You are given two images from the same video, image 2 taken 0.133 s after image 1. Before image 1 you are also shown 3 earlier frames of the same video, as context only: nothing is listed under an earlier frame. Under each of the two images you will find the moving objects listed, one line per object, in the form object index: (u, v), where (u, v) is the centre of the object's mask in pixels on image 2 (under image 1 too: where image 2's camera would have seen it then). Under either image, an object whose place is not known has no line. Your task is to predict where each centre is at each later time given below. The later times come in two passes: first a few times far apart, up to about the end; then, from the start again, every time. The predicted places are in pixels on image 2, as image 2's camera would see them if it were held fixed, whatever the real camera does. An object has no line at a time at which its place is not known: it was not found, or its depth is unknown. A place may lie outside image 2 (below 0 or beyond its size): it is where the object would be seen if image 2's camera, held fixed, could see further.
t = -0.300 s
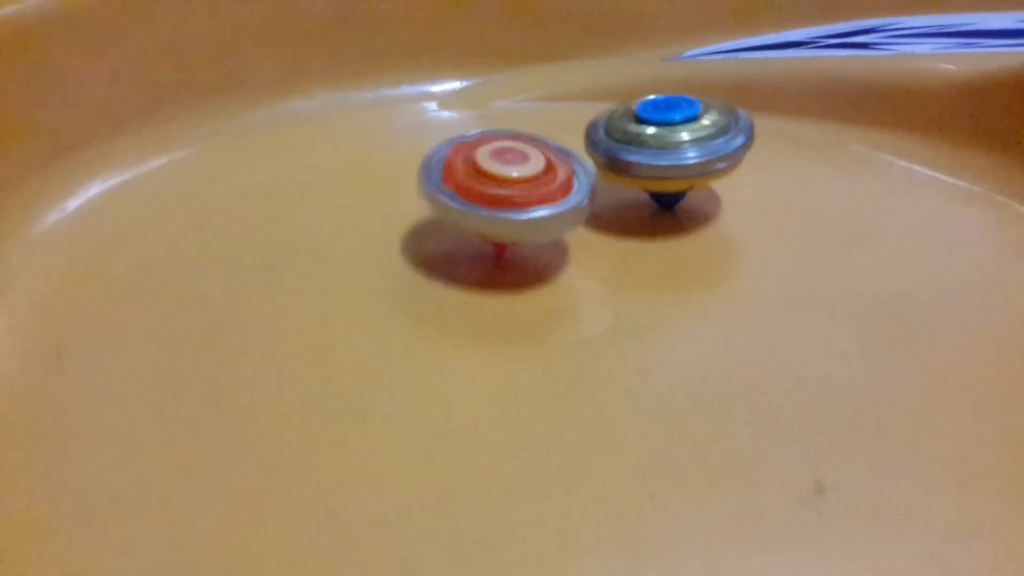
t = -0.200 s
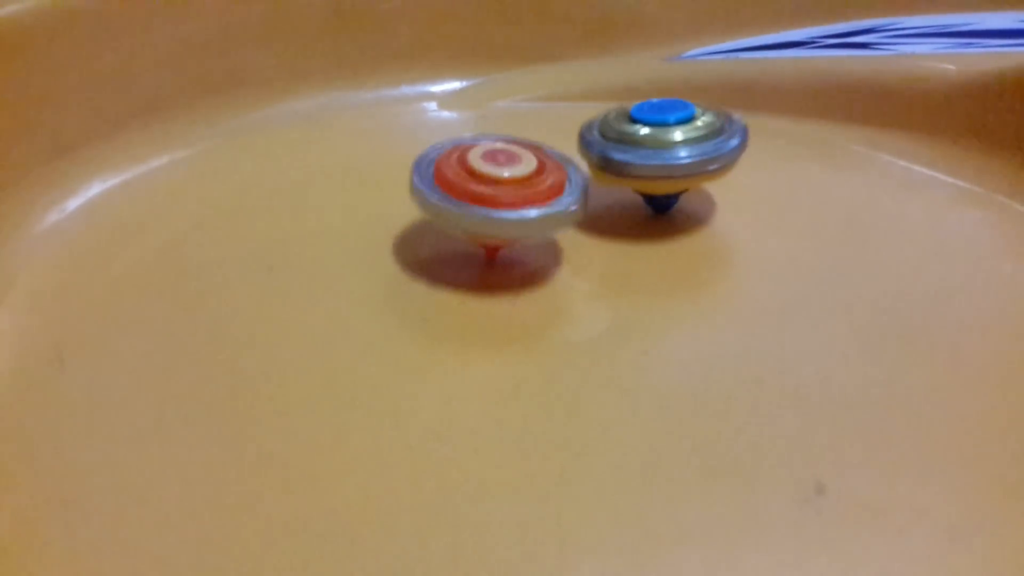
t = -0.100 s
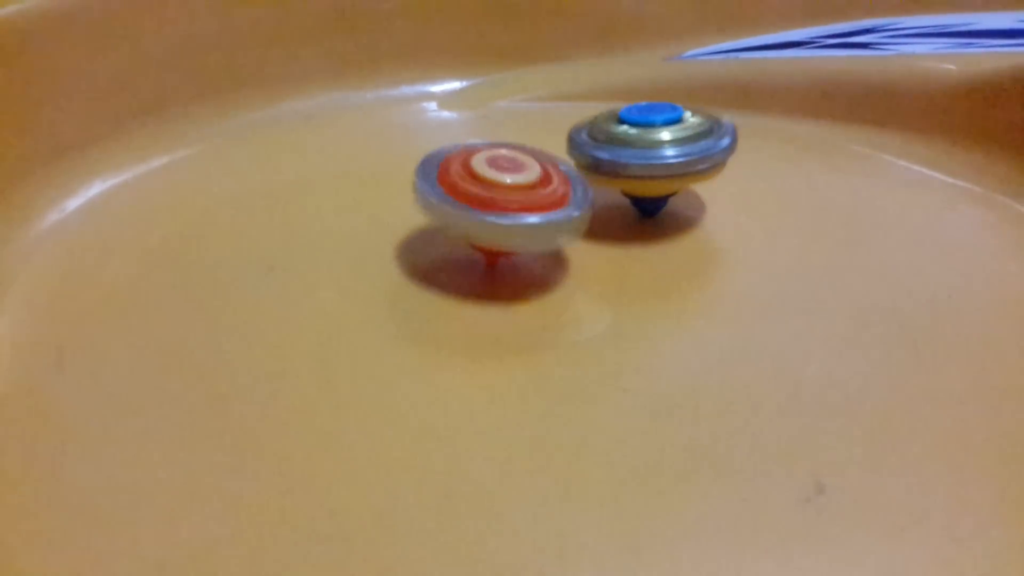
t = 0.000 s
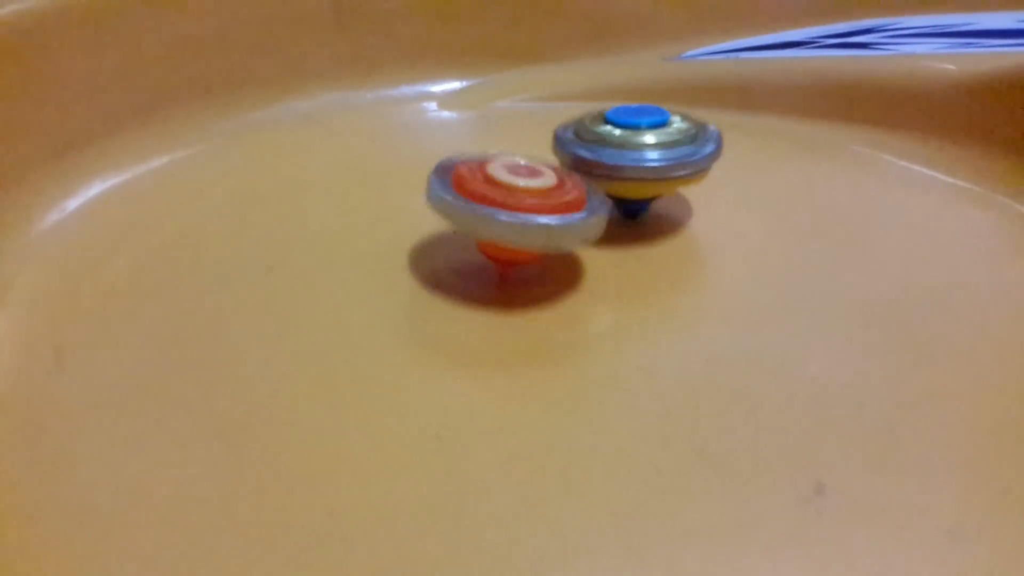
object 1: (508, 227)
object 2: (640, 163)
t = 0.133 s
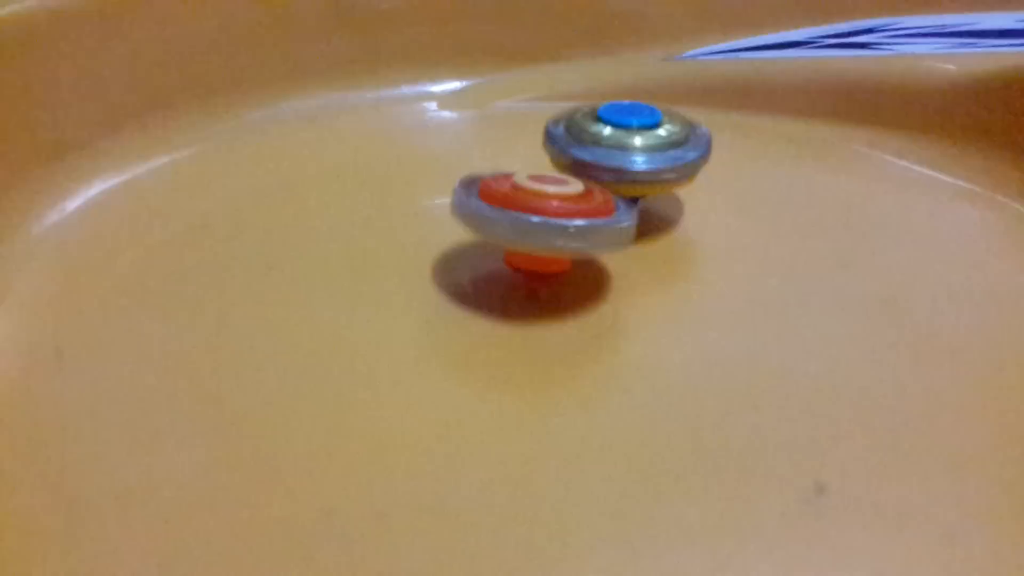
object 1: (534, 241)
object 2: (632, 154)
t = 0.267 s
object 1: (556, 247)
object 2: (625, 146)
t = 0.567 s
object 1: (602, 241)
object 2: (631, 130)
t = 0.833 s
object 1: (598, 251)
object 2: (635, 135)
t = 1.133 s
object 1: (567, 265)
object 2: (604, 149)
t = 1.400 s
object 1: (576, 284)
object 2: (530, 162)
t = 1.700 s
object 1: (585, 276)
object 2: (500, 160)
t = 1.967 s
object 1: (578, 256)
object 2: (504, 158)
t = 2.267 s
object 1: (605, 306)
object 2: (512, 140)
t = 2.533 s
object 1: (625, 310)
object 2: (520, 144)
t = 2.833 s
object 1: (598, 275)
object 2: (493, 169)
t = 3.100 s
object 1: (570, 283)
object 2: (433, 188)
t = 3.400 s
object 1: (577, 314)
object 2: (400, 189)
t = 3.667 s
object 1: (574, 290)
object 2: (407, 191)
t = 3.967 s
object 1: (554, 280)
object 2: (415, 214)
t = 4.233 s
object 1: (584, 299)
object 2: (417, 226)
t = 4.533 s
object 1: (626, 304)
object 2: (388, 214)
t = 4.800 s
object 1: (722, 332)
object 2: (370, 179)
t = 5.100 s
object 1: (717, 311)
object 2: (433, 191)
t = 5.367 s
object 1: (688, 316)
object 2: (430, 238)
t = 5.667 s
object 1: (673, 326)
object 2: (355, 251)
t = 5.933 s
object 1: (666, 332)
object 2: (360, 211)
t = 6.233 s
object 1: (654, 320)
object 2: (443, 229)
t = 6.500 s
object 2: (430, 253)
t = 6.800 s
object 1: (638, 306)
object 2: (401, 241)
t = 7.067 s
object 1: (640, 220)
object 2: (395, 222)
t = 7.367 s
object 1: (584, 139)
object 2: (441, 240)
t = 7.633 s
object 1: (548, 127)
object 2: (465, 280)
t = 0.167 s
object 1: (537, 243)
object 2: (631, 153)
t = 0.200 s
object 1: (542, 244)
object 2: (629, 151)
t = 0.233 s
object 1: (551, 246)
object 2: (628, 148)
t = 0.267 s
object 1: (556, 247)
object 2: (625, 146)
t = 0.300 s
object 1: (562, 246)
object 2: (623, 141)
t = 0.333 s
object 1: (567, 245)
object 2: (622, 140)
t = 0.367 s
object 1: (573, 244)
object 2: (621, 138)
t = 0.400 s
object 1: (577, 244)
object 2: (621, 137)
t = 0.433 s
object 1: (580, 244)
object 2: (626, 134)
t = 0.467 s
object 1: (587, 243)
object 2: (630, 133)
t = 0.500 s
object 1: (592, 242)
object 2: (630, 131)
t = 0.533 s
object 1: (597, 242)
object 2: (630, 131)
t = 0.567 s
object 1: (602, 241)
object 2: (631, 130)
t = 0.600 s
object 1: (605, 242)
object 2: (633, 130)
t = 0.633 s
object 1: (609, 241)
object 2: (634, 129)
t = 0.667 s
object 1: (608, 243)
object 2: (635, 130)
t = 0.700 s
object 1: (608, 243)
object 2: (636, 129)
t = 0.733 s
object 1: (606, 244)
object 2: (637, 131)
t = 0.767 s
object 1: (604, 246)
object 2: (636, 132)
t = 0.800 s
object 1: (603, 248)
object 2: (636, 133)
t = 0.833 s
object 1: (598, 251)
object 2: (635, 135)
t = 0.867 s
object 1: (596, 252)
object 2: (636, 135)
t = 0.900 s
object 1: (593, 253)
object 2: (634, 137)
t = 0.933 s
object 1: (588, 255)
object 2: (631, 139)
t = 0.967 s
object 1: (583, 254)
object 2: (630, 141)
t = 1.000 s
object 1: (577, 257)
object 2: (625, 142)
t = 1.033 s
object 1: (574, 259)
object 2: (622, 144)
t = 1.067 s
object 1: (572, 260)
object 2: (615, 145)
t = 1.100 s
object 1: (569, 263)
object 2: (610, 146)
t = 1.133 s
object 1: (567, 265)
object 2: (604, 149)
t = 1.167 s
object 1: (565, 267)
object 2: (597, 150)
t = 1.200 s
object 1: (564, 269)
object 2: (589, 151)
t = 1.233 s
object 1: (562, 272)
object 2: (579, 153)
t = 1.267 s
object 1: (563, 273)
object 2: (567, 154)
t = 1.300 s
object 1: (565, 276)
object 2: (557, 156)
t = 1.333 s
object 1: (566, 279)
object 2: (547, 159)
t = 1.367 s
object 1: (572, 280)
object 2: (538, 160)
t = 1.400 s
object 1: (576, 284)
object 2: (530, 162)
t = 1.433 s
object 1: (581, 284)
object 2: (523, 163)
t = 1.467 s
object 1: (584, 285)
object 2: (518, 164)
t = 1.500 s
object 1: (583, 286)
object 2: (514, 165)
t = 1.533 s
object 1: (584, 285)
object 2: (510, 164)
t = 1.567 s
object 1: (578, 285)
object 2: (508, 165)
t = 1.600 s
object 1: (576, 283)
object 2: (505, 163)
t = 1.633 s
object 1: (577, 280)
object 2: (503, 163)
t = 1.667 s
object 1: (580, 279)
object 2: (501, 162)
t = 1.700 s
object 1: (585, 276)
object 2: (500, 160)
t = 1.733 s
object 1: (586, 274)
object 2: (500, 161)
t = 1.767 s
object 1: (588, 270)
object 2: (500, 160)
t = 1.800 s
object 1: (587, 268)
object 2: (501, 159)
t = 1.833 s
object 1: (586, 265)
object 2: (501, 159)
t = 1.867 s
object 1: (587, 262)
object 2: (502, 158)
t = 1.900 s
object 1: (584, 260)
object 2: (503, 158)
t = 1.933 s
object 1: (582, 257)
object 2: (503, 157)
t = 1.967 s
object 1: (578, 256)
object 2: (504, 158)
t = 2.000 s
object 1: (574, 255)
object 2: (506, 157)
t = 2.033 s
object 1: (572, 253)
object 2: (506, 157)
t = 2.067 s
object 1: (577, 264)
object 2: (506, 153)
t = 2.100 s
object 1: (584, 283)
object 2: (504, 147)
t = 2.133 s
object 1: (588, 299)
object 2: (506, 144)
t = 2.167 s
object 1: (591, 309)
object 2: (508, 141)
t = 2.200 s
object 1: (607, 306)
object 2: (511, 141)
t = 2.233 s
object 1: (610, 308)
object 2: (512, 141)
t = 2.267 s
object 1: (605, 306)
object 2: (512, 140)
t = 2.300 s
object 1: (605, 307)
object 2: (513, 140)
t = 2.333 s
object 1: (598, 319)
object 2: (514, 139)
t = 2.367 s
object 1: (606, 320)
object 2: (515, 140)
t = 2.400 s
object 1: (610, 320)
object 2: (516, 140)
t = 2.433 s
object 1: (614, 318)
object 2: (517, 140)
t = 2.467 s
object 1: (617, 316)
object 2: (518, 141)
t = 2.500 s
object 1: (621, 313)
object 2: (520, 143)
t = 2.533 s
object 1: (625, 310)
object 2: (520, 144)
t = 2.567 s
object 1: (626, 305)
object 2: (520, 147)
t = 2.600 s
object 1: (627, 303)
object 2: (520, 150)
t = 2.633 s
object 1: (623, 299)
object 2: (518, 153)
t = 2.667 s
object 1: (620, 297)
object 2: (516, 156)
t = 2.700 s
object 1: (618, 294)
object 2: (514, 160)
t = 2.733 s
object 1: (612, 292)
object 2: (510, 162)
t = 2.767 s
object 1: (604, 291)
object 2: (506, 165)
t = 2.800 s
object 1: (602, 285)
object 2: (500, 167)
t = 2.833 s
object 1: (598, 275)
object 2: (493, 169)
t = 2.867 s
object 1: (593, 276)
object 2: (486, 172)
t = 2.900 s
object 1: (590, 277)
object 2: (479, 175)
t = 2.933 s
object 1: (587, 279)
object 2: (472, 178)
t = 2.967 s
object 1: (583, 279)
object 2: (464, 181)
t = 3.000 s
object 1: (580, 279)
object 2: (456, 183)
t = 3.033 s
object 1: (577, 280)
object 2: (448, 185)
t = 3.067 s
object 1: (574, 281)
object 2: (440, 187)
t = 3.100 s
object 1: (570, 283)
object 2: (433, 188)
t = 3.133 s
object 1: (566, 285)
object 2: (427, 189)
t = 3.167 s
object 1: (566, 286)
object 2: (421, 190)
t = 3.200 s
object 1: (569, 289)
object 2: (417, 191)
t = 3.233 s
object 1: (567, 299)
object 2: (412, 191)
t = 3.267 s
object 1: (568, 301)
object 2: (409, 192)
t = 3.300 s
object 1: (564, 317)
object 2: (405, 191)
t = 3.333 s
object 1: (579, 306)
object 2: (403, 191)
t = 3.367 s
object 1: (573, 316)
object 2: (401, 190)
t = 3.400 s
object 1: (577, 314)
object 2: (400, 189)
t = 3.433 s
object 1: (580, 311)
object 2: (399, 189)
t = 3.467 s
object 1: (584, 308)
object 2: (399, 188)
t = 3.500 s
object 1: (586, 305)
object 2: (399, 188)
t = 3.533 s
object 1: (587, 301)
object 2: (400, 188)
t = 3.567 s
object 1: (584, 298)
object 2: (401, 188)
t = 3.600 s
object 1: (580, 295)
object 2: (403, 189)
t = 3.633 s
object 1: (580, 292)
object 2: (405, 190)
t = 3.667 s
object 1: (574, 290)
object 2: (407, 191)
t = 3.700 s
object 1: (568, 289)
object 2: (410, 192)
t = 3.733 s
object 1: (564, 288)
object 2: (412, 194)
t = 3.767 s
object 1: (562, 287)
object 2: (414, 196)
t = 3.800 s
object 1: (567, 273)
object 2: (415, 198)
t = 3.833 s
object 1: (565, 273)
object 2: (415, 201)
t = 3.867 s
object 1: (559, 272)
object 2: (416, 203)
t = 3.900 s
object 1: (553, 273)
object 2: (414, 207)
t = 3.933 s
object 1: (550, 275)
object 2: (414, 211)
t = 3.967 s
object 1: (554, 280)
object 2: (415, 214)
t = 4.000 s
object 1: (568, 289)
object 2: (416, 216)
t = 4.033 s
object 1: (576, 300)
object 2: (421, 219)
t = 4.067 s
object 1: (581, 306)
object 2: (422, 221)
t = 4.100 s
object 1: (582, 302)
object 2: (420, 222)
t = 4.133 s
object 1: (581, 298)
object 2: (418, 223)
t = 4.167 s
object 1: (580, 295)
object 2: (417, 223)
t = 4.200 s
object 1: (581, 297)
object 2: (417, 224)
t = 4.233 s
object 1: (584, 299)
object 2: (417, 226)
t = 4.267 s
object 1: (585, 300)
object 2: (417, 227)
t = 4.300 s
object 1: (585, 301)
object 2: (418, 228)
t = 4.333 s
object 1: (584, 300)
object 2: (418, 230)
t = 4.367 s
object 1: (585, 290)
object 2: (419, 230)
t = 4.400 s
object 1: (583, 289)
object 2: (419, 231)
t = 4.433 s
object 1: (579, 290)
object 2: (419, 231)
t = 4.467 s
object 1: (577, 285)
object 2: (419, 231)
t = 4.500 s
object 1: (587, 298)
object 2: (417, 227)
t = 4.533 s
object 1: (626, 304)
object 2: (388, 214)
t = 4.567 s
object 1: (662, 313)
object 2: (371, 204)
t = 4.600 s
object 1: (688, 323)
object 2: (362, 197)
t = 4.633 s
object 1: (717, 330)
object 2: (360, 192)
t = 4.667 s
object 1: (734, 334)
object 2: (360, 189)
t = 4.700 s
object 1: (738, 337)
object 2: (360, 186)
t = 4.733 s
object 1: (737, 338)
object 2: (362, 183)
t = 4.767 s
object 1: (730, 334)
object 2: (364, 180)
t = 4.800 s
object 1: (722, 332)
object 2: (370, 179)
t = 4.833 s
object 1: (720, 328)
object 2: (376, 177)
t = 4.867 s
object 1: (717, 322)
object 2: (382, 175)
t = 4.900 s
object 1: (715, 326)
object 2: (390, 175)
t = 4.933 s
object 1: (715, 328)
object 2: (398, 174)
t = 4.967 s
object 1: (719, 323)
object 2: (411, 161)
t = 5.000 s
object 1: (723, 321)
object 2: (414, 179)
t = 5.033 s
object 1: (720, 323)
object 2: (422, 183)
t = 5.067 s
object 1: (719, 314)
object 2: (432, 172)
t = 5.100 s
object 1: (717, 311)
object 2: (433, 191)
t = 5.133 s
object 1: (711, 309)
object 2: (438, 196)
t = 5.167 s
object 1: (703, 310)
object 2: (441, 201)
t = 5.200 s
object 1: (698, 309)
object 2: (443, 207)
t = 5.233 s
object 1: (695, 311)
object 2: (442, 214)
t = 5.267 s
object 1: (693, 313)
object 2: (441, 220)
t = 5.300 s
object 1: (690, 314)
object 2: (438, 226)
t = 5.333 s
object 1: (689, 314)
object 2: (434, 232)
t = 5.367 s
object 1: (688, 316)
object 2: (430, 238)
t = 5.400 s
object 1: (685, 317)
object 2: (423, 242)
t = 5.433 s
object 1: (682, 317)
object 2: (418, 246)
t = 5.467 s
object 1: (681, 318)
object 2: (410, 250)
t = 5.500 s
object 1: (679, 319)
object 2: (402, 252)
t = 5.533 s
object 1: (674, 319)
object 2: (392, 254)
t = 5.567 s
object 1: (673, 323)
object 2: (383, 255)
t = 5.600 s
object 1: (672, 323)
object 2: (372, 255)
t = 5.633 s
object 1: (671, 325)
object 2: (363, 254)
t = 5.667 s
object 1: (673, 326)
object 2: (355, 251)
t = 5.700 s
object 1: (677, 323)
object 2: (348, 249)
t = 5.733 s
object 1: (680, 323)
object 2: (344, 247)
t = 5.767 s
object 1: (678, 328)
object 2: (341, 244)
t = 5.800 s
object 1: (679, 330)
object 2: (339, 240)
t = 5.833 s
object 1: (670, 342)
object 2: (341, 238)
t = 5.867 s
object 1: (677, 323)
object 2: (343, 234)
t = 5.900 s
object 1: (665, 335)
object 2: (348, 232)
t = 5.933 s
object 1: (666, 332)
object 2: (360, 211)
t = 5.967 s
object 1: (670, 313)
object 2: (367, 209)
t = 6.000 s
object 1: (664, 314)
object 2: (376, 210)
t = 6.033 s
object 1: (662, 314)
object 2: (384, 211)
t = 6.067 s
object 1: (661, 316)
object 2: (395, 212)
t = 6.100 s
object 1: (661, 318)
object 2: (405, 214)
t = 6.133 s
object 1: (659, 318)
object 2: (415, 216)
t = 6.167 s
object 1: (658, 318)
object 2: (425, 221)
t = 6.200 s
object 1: (656, 321)
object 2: (433, 224)
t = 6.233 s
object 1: (654, 320)
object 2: (443, 229)
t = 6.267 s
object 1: (652, 319)
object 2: (449, 234)
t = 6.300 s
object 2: (457, 241)
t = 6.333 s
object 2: (462, 247)
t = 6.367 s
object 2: (466, 253)
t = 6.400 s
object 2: (462, 259)
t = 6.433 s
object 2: (445, 254)
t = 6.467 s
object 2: (435, 253)
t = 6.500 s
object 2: (430, 253)
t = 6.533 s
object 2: (425, 253)
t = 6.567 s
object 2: (420, 254)
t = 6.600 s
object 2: (413, 253)
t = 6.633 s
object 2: (408, 252)
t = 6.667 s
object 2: (403, 249)
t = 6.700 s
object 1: (658, 325)
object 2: (400, 248)
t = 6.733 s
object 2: (399, 246)
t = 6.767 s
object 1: (643, 306)
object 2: (399, 244)
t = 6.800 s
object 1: (638, 306)
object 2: (401, 241)
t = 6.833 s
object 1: (630, 295)
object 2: (404, 238)
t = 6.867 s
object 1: (620, 293)
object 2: (408, 234)
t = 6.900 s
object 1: (612, 279)
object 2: (414, 234)
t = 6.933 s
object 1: (607, 273)
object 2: (416, 232)
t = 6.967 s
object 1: (622, 260)
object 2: (396, 228)
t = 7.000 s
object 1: (635, 239)
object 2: (387, 225)
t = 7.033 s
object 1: (636, 230)
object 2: (388, 223)
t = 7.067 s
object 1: (640, 220)
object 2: (395, 222)
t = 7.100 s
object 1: (640, 207)
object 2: (399, 223)
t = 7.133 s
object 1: (634, 194)
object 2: (402, 224)
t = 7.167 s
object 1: (633, 181)
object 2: (406, 225)
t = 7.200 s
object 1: (627, 169)
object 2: (410, 226)
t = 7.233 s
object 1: (620, 166)
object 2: (418, 227)
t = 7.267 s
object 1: (609, 155)
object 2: (424, 230)
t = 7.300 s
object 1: (601, 149)
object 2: (430, 233)
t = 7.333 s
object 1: (593, 143)
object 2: (437, 236)
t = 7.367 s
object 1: (584, 139)
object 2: (441, 240)
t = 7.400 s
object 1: (574, 137)
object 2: (448, 244)
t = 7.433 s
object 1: (564, 132)
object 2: (452, 250)
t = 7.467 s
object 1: (556, 131)
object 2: (455, 256)
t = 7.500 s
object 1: (550, 131)
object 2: (459, 260)
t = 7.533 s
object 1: (546, 132)
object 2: (461, 265)
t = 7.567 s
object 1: (548, 127)
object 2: (464, 270)
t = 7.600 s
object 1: (549, 126)
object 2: (466, 276)
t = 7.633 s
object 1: (548, 127)
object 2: (465, 280)
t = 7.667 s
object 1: (546, 129)
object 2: (465, 284)
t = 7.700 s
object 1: (545, 130)
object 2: (464, 287)
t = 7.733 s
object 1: (547, 131)
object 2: (462, 289)
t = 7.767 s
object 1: (549, 133)
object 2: (461, 292)
